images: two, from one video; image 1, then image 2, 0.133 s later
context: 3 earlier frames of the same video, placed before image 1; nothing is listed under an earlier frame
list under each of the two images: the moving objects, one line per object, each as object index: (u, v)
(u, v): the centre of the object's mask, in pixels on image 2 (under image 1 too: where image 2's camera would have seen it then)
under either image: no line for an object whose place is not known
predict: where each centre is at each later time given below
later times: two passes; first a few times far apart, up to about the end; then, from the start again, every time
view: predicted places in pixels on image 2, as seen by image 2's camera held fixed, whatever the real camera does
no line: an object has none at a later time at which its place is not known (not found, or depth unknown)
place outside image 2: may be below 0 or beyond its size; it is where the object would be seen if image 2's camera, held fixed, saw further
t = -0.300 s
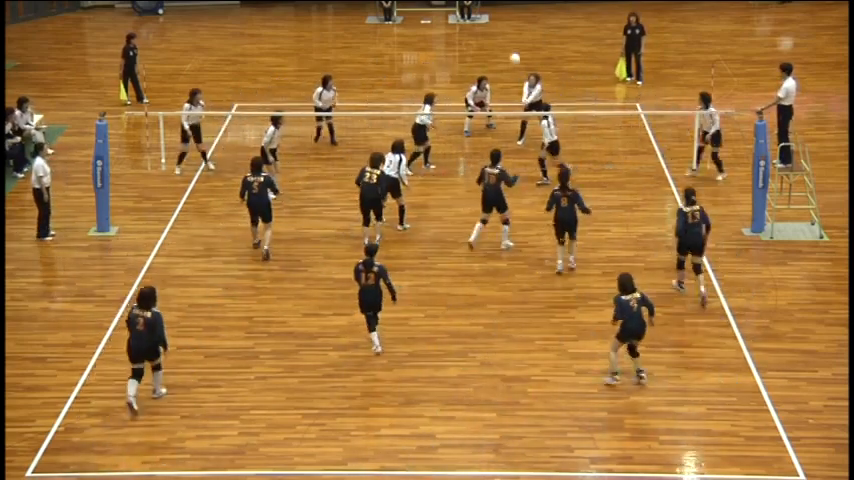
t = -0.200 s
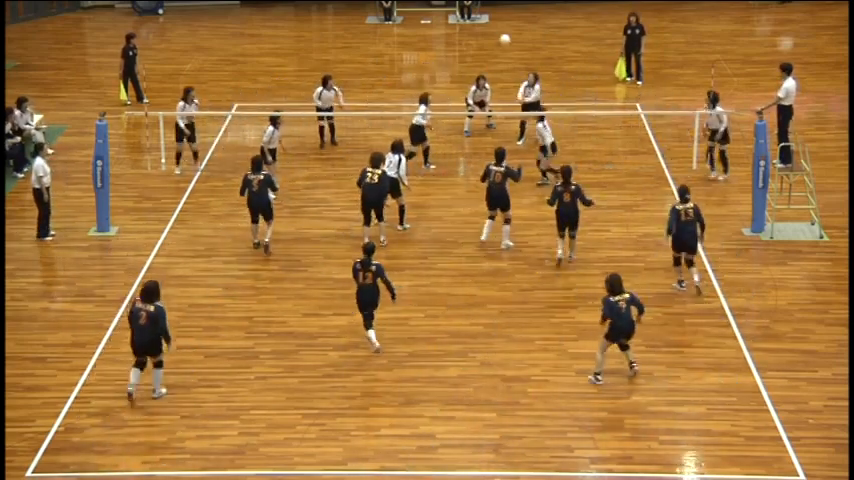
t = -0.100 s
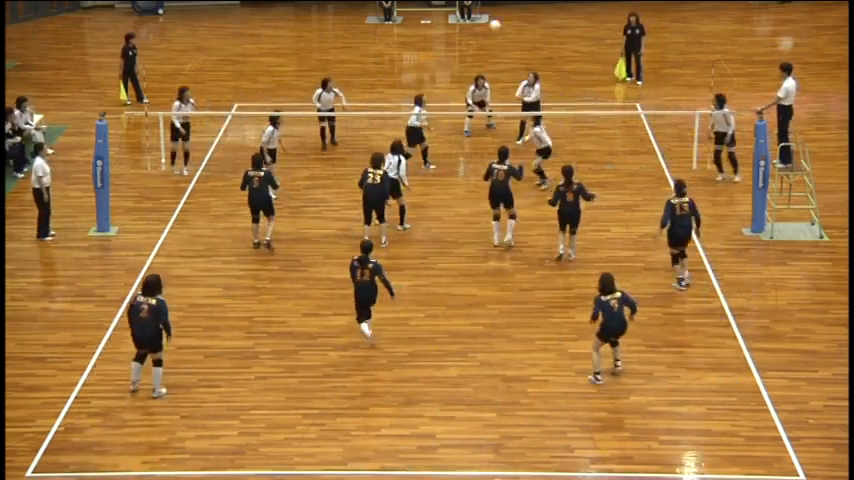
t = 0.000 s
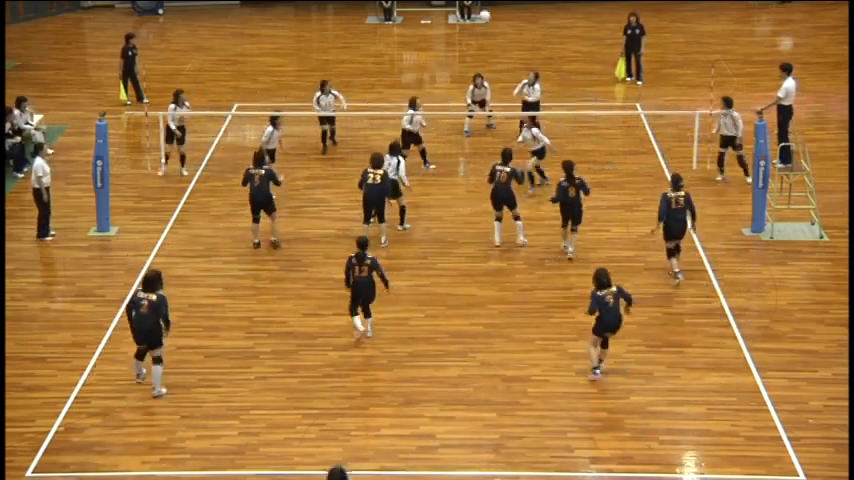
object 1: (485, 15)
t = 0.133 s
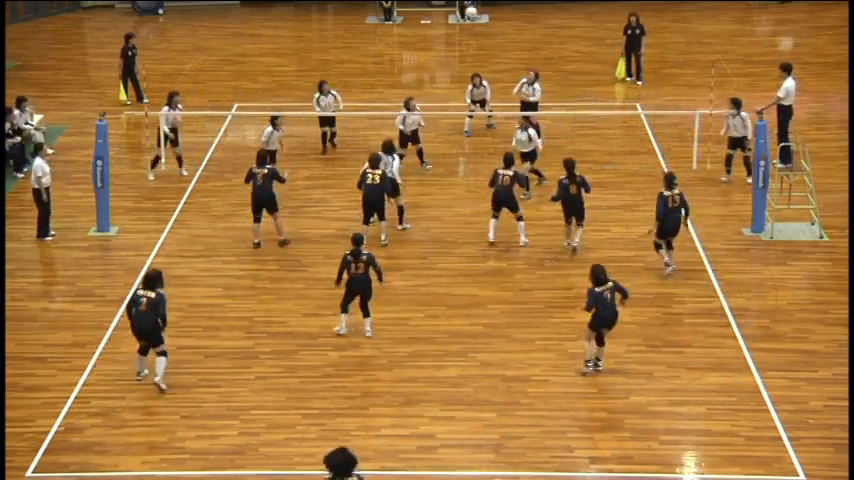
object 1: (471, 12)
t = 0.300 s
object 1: (453, 19)
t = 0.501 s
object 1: (433, 49)
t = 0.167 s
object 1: (468, 12)
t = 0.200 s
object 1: (464, 12)
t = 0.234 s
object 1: (461, 14)
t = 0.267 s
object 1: (457, 15)
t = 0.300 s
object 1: (453, 19)
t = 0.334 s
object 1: (450, 22)
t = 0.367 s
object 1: (447, 26)
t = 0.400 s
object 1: (443, 31)
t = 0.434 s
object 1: (440, 36)
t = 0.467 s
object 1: (436, 42)
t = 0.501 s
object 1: (433, 49)
